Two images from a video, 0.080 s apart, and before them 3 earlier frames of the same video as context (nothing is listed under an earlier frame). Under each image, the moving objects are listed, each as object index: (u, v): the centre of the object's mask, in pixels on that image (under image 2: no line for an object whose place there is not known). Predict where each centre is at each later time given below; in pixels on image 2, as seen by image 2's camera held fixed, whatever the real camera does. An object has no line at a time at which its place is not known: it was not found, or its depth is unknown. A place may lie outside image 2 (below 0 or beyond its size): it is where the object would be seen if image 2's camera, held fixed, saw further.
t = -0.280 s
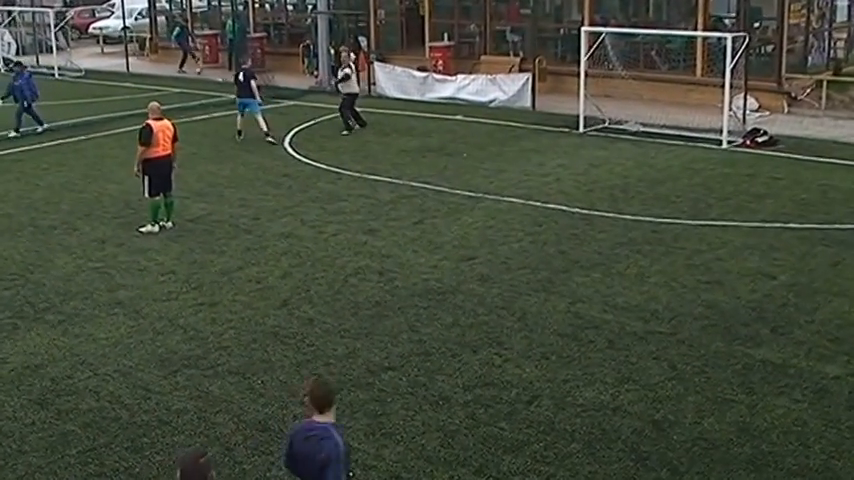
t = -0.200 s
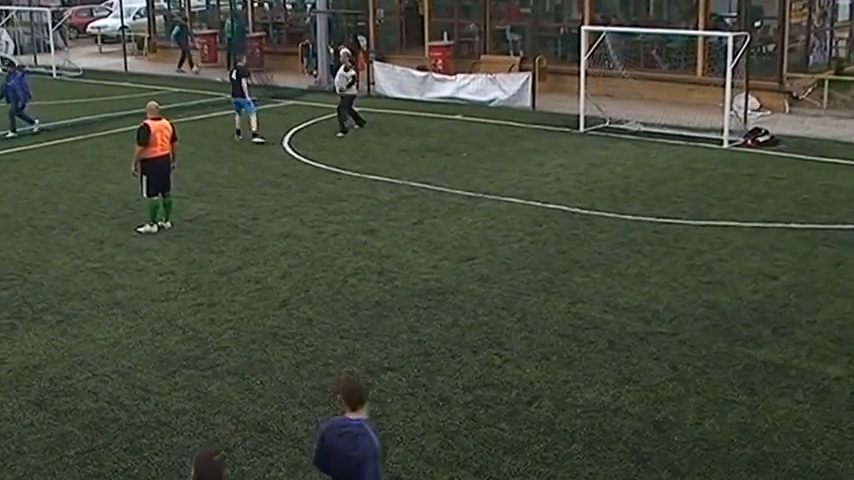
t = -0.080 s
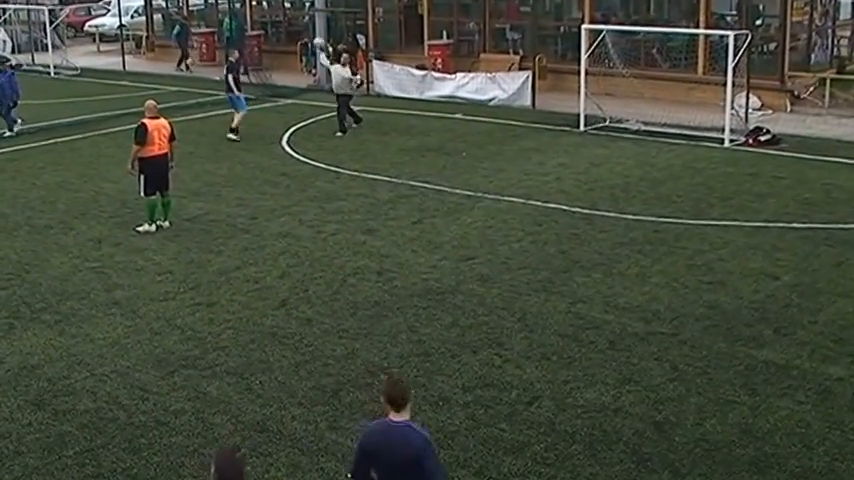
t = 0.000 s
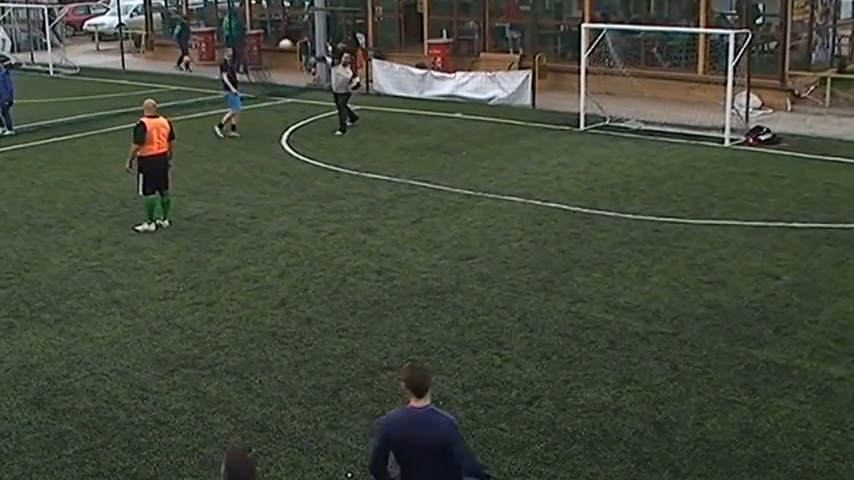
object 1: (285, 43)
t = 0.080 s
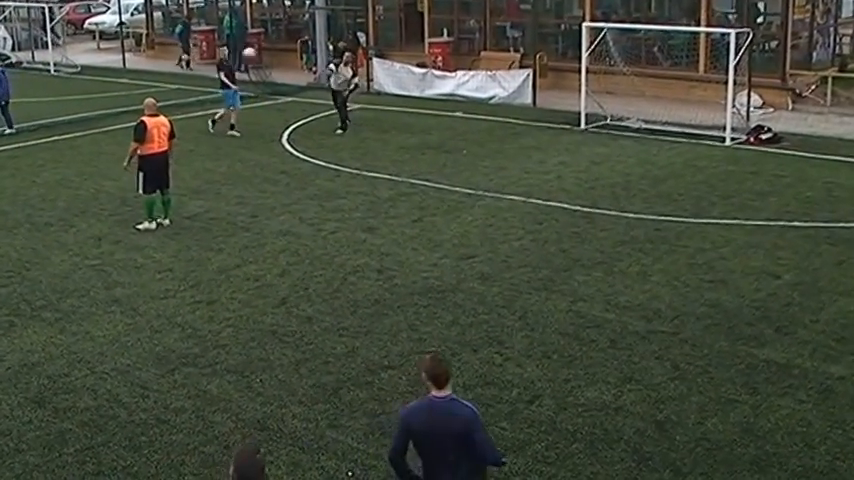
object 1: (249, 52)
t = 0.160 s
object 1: (209, 65)
